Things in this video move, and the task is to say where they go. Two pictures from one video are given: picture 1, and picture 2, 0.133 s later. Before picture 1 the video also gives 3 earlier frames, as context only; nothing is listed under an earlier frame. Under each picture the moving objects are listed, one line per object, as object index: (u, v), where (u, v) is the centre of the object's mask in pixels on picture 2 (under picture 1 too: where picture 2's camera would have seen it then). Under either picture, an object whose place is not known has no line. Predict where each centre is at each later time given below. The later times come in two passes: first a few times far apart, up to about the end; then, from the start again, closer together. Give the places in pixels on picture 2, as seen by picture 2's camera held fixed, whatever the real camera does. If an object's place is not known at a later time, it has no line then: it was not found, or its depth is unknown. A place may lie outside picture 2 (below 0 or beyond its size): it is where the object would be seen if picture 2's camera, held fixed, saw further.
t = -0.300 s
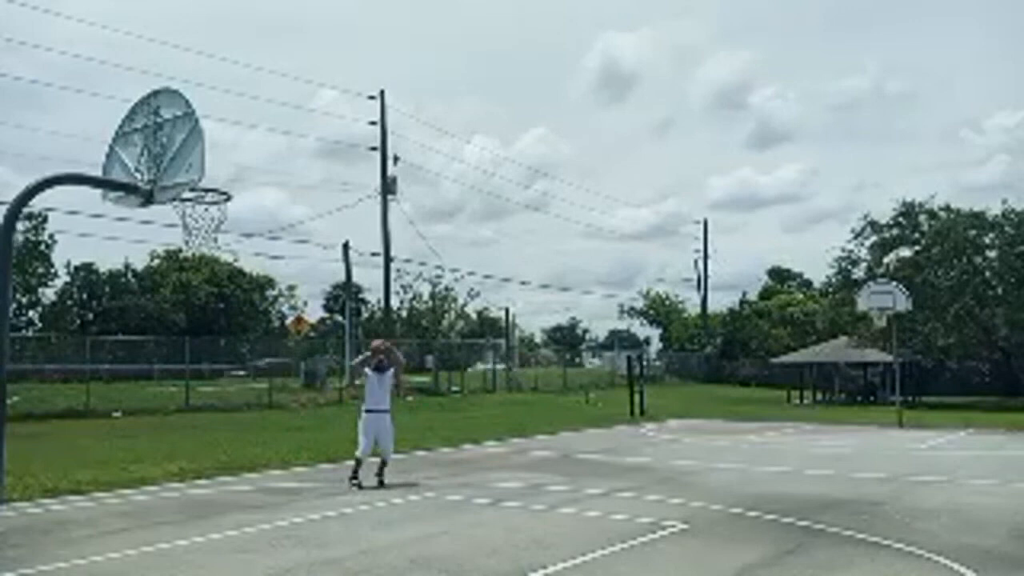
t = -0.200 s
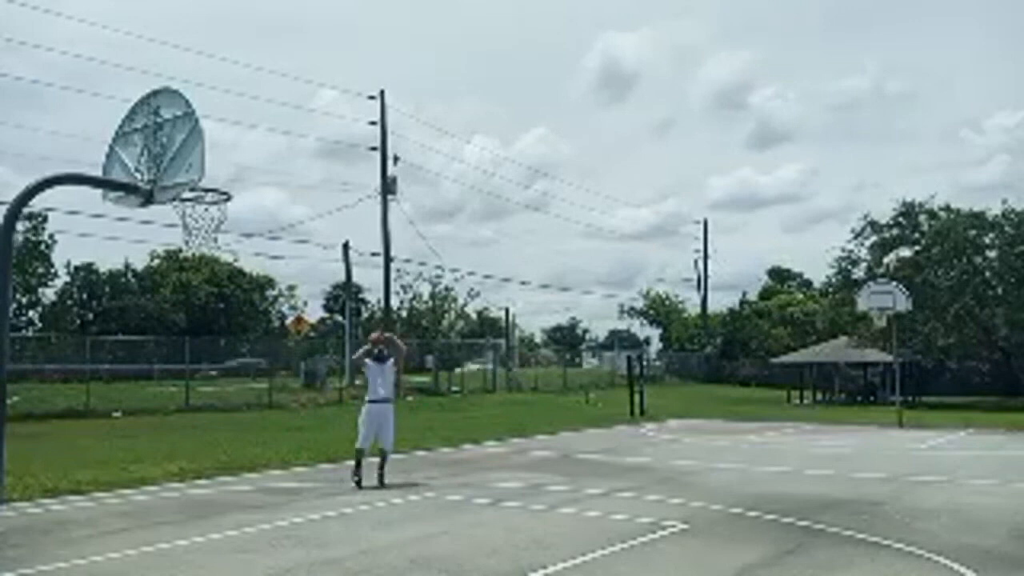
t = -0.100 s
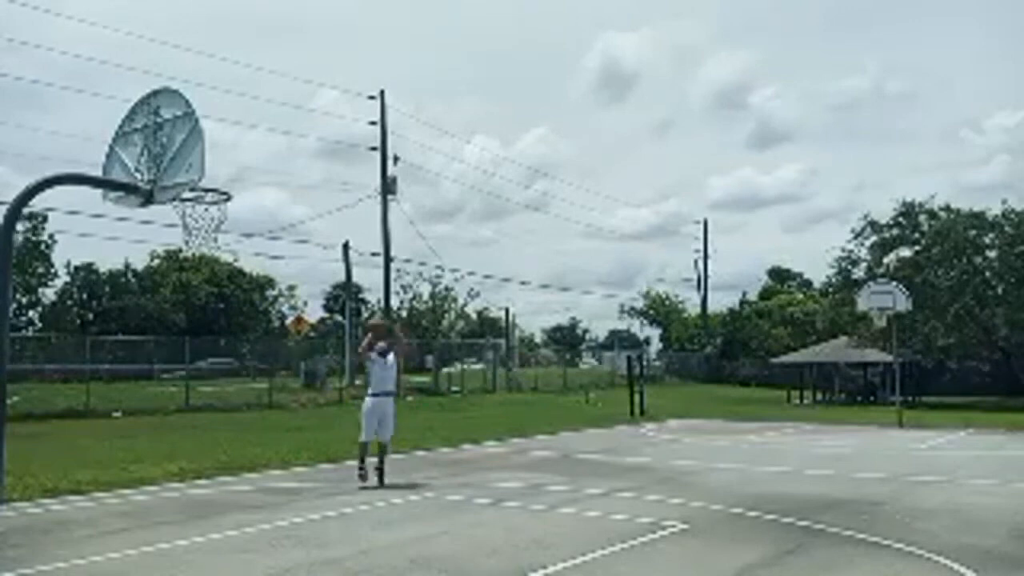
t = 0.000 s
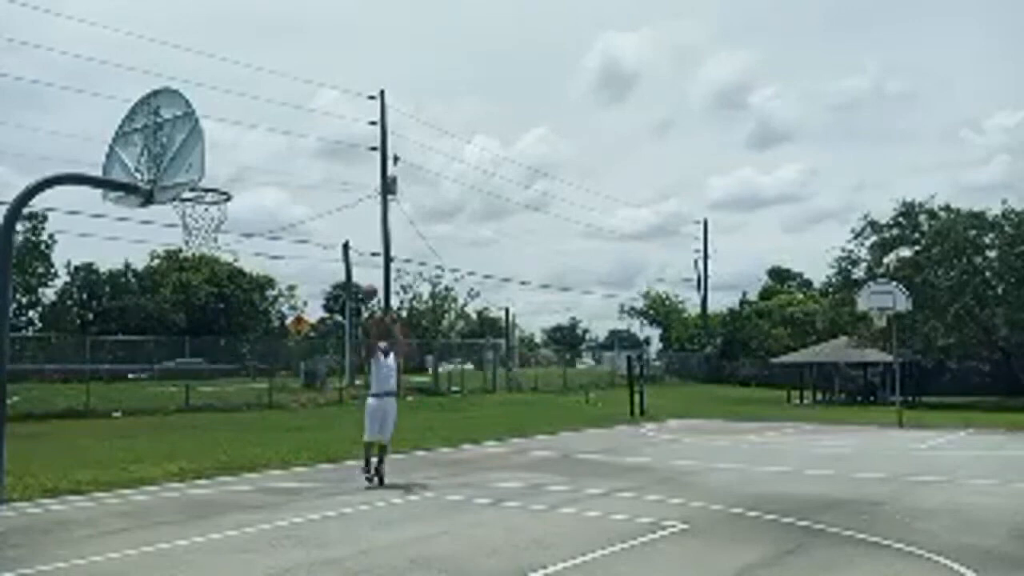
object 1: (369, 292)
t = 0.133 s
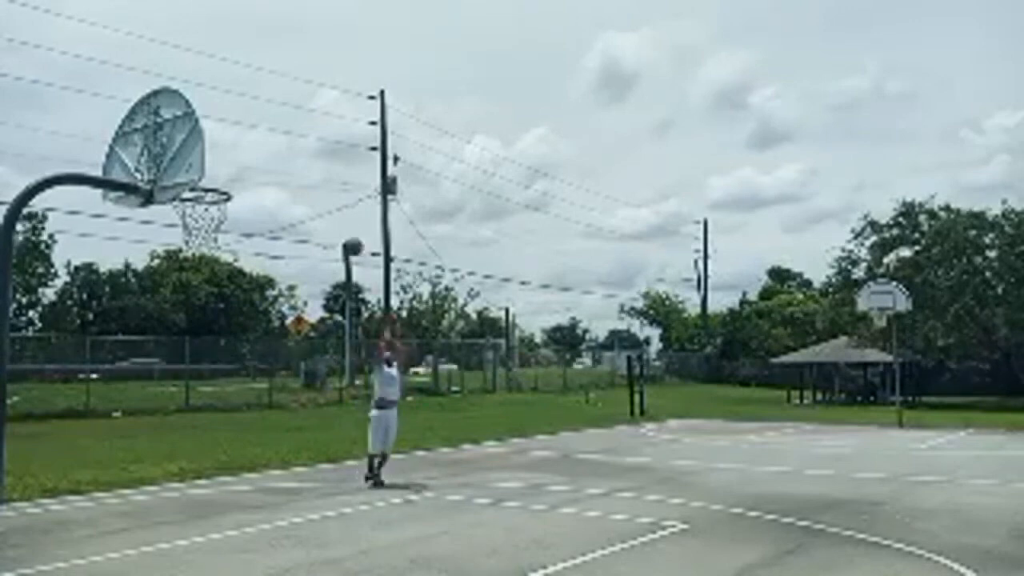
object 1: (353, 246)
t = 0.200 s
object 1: (345, 226)
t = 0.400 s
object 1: (318, 178)
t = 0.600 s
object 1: (286, 156)
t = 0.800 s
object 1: (244, 169)
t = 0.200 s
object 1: (345, 226)
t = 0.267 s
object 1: (336, 208)
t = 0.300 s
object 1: (332, 200)
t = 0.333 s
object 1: (328, 192)
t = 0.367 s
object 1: (323, 185)
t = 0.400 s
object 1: (318, 178)
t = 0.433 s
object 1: (314, 172)
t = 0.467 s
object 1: (308, 168)
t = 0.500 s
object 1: (303, 164)
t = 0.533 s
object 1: (297, 159)
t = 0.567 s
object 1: (292, 157)
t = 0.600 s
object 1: (286, 156)
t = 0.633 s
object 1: (280, 156)
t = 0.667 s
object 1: (273, 156)
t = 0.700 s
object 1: (266, 158)
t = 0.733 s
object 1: (259, 160)
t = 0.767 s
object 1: (251, 164)
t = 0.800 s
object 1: (244, 169)
